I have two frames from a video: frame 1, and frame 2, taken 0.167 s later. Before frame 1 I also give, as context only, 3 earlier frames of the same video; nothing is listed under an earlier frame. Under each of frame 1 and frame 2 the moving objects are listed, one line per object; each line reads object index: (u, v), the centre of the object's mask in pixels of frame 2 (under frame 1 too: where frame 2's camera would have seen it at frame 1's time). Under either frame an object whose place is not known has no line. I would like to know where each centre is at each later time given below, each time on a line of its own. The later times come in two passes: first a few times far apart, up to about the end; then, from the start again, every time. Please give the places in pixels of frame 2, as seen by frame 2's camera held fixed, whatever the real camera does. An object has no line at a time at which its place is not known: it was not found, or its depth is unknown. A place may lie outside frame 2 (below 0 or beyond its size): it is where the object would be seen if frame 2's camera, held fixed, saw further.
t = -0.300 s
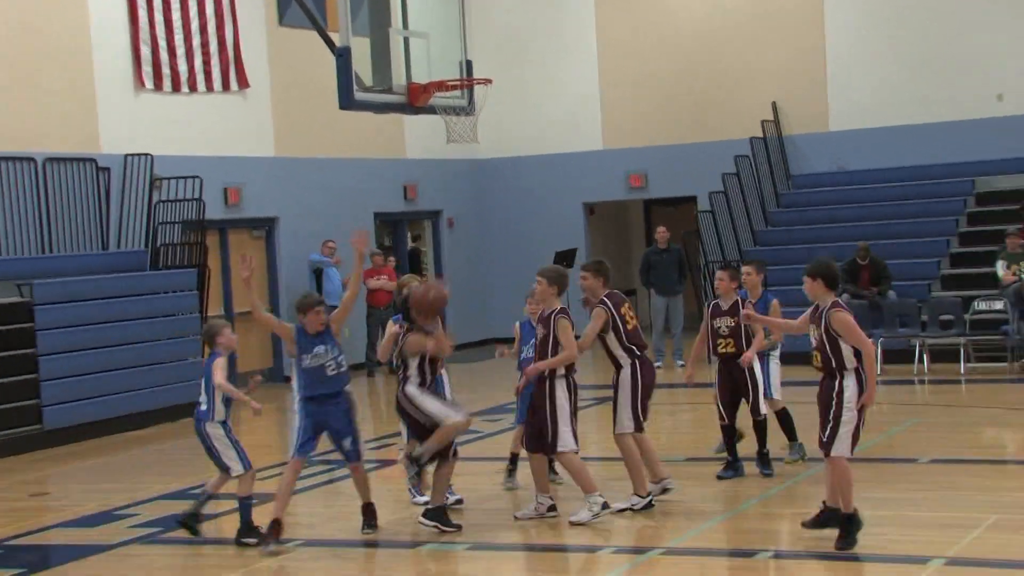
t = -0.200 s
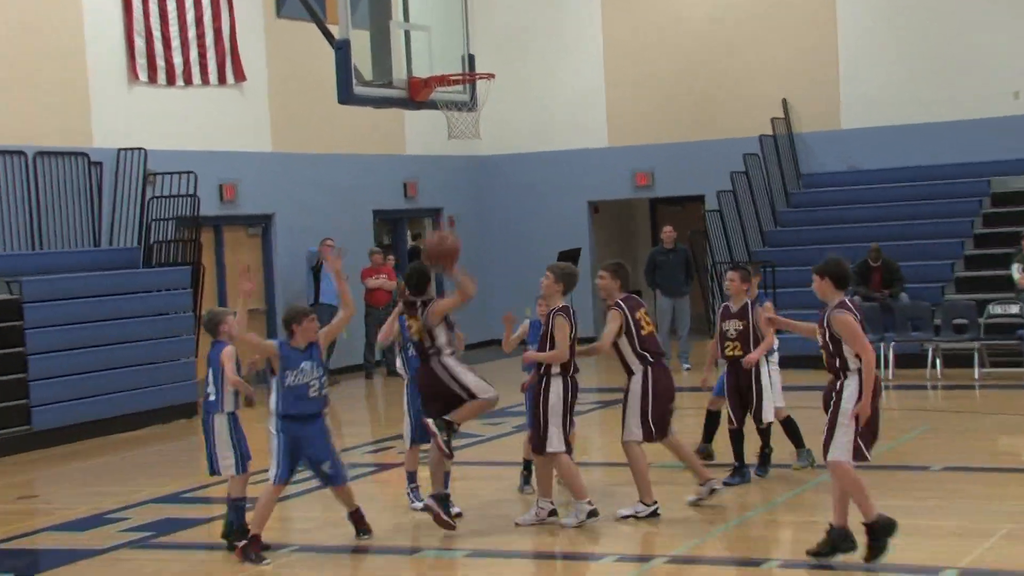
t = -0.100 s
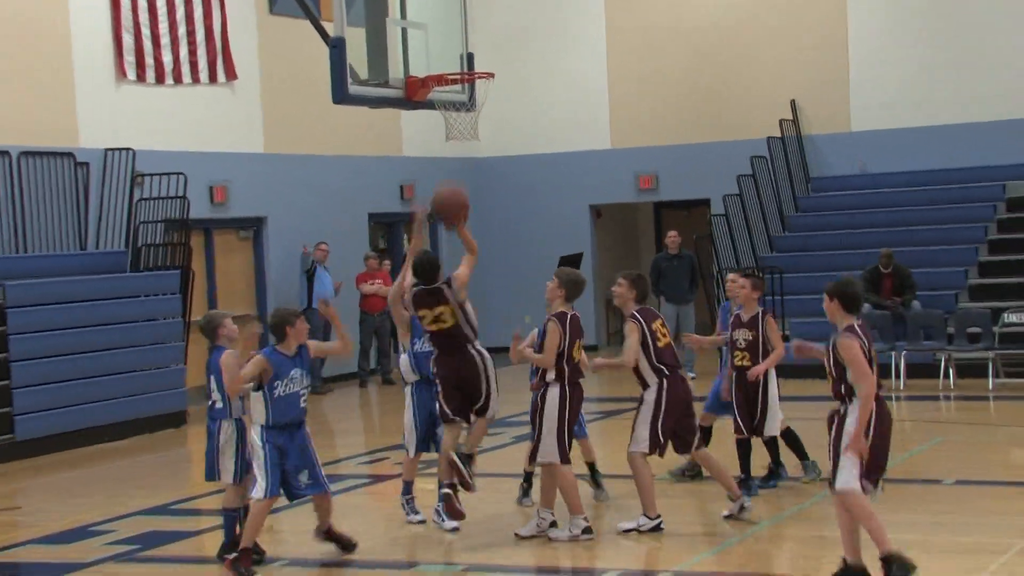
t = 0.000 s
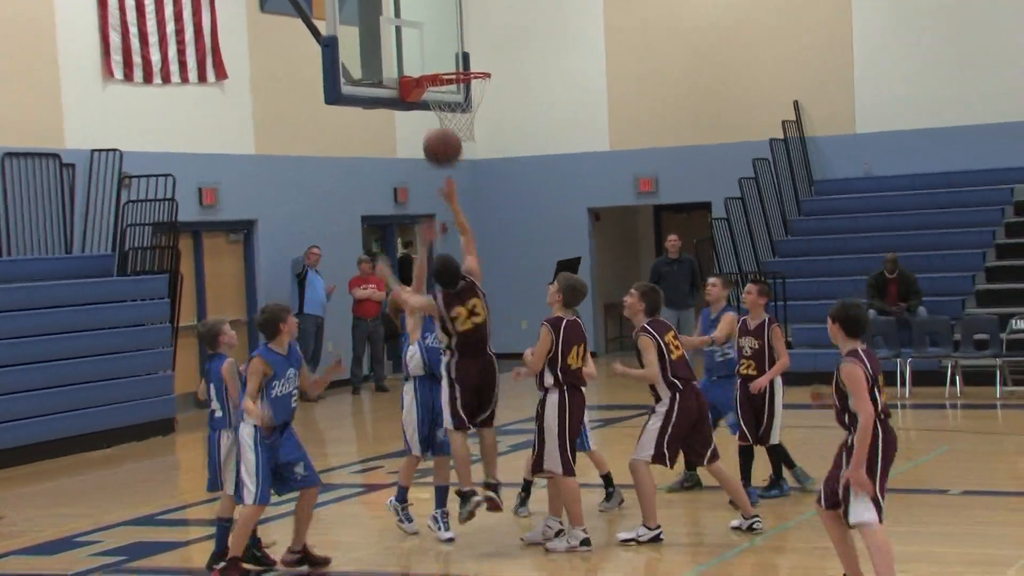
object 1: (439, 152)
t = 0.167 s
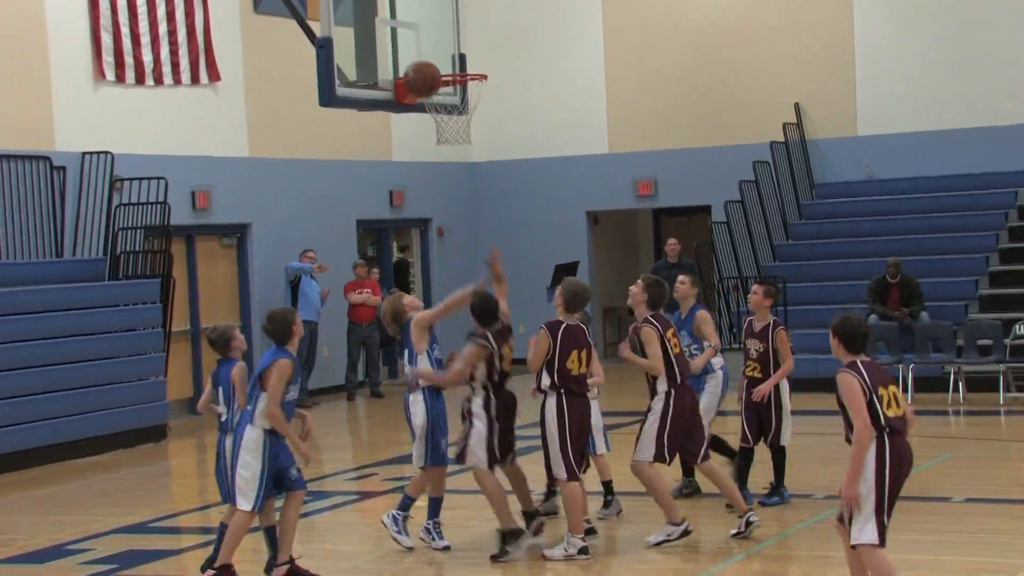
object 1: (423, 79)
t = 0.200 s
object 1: (420, 70)
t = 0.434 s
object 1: (404, 62)
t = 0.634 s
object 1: (414, 37)
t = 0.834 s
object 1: (426, 60)
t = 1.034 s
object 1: (468, 65)
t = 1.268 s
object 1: (432, 96)
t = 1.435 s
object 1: (431, 127)
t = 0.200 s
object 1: (420, 70)
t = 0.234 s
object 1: (417, 64)
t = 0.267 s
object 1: (414, 59)
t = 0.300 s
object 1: (412, 57)
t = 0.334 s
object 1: (410, 56)
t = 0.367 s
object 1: (408, 56)
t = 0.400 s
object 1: (406, 58)
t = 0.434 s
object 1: (404, 62)
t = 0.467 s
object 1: (407, 59)
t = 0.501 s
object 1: (408, 51)
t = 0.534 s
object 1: (409, 45)
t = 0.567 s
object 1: (410, 41)
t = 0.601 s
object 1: (412, 38)
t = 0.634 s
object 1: (414, 37)
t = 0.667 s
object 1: (415, 37)
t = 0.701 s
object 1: (417, 39)
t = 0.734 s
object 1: (419, 43)
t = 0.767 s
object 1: (421, 48)
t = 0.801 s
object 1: (423, 55)
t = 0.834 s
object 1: (426, 60)
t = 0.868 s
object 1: (433, 59)
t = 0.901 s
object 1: (440, 58)
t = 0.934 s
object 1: (449, 59)
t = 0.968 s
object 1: (456, 61)
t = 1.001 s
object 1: (463, 63)
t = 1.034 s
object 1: (468, 65)
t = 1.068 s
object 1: (463, 64)
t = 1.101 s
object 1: (457, 65)
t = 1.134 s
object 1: (451, 66)
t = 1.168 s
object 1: (445, 68)
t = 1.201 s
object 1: (441, 83)
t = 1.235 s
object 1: (436, 91)
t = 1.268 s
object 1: (432, 96)
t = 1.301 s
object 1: (428, 104)
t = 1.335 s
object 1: (428, 111)
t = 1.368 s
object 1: (427, 116)
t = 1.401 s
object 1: (429, 121)
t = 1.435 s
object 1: (431, 127)
